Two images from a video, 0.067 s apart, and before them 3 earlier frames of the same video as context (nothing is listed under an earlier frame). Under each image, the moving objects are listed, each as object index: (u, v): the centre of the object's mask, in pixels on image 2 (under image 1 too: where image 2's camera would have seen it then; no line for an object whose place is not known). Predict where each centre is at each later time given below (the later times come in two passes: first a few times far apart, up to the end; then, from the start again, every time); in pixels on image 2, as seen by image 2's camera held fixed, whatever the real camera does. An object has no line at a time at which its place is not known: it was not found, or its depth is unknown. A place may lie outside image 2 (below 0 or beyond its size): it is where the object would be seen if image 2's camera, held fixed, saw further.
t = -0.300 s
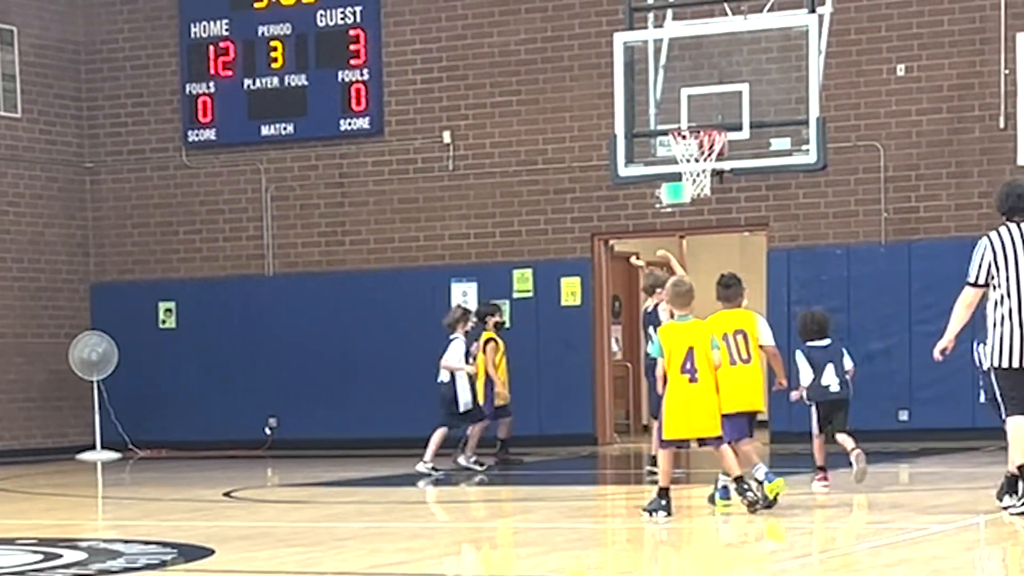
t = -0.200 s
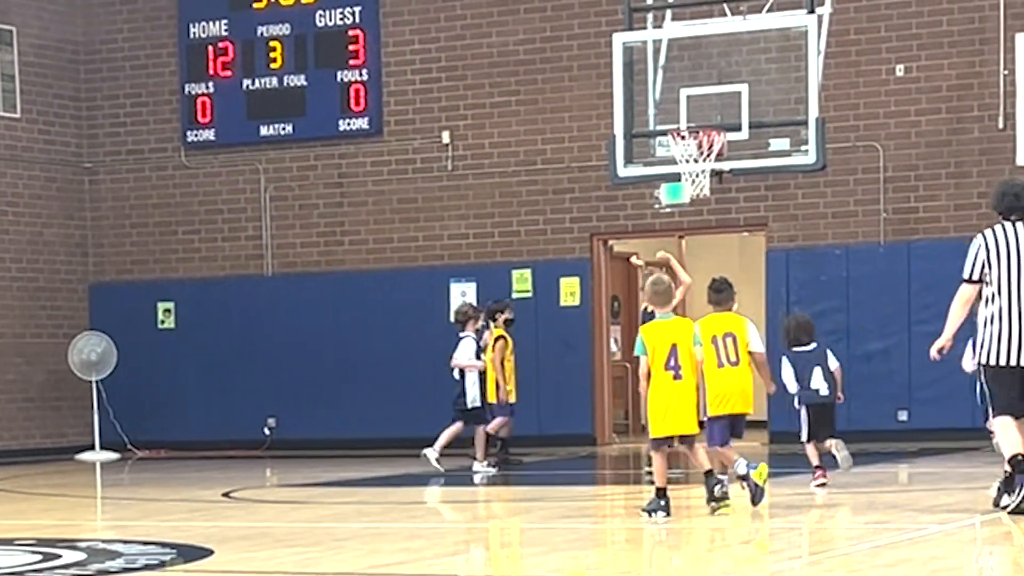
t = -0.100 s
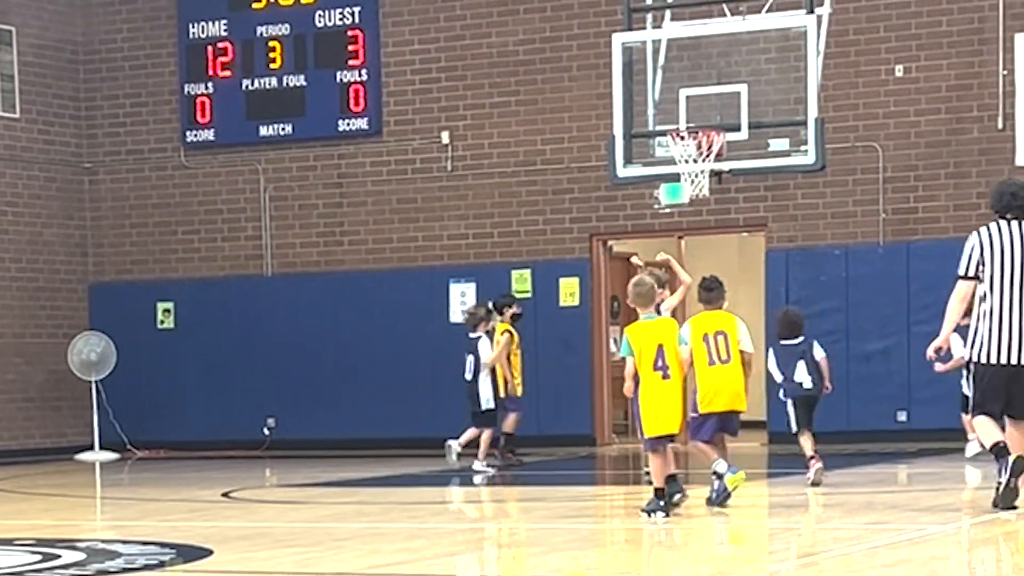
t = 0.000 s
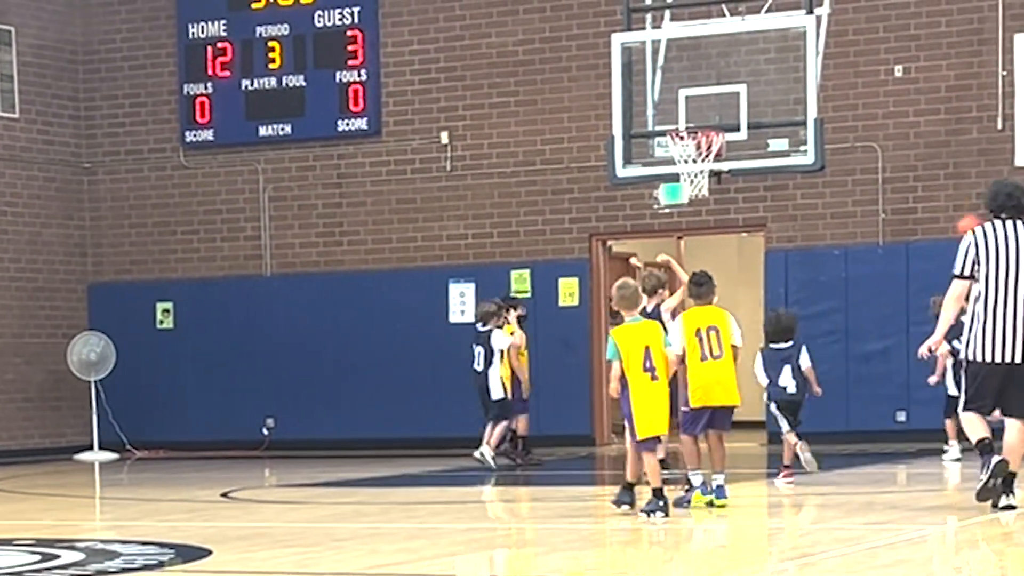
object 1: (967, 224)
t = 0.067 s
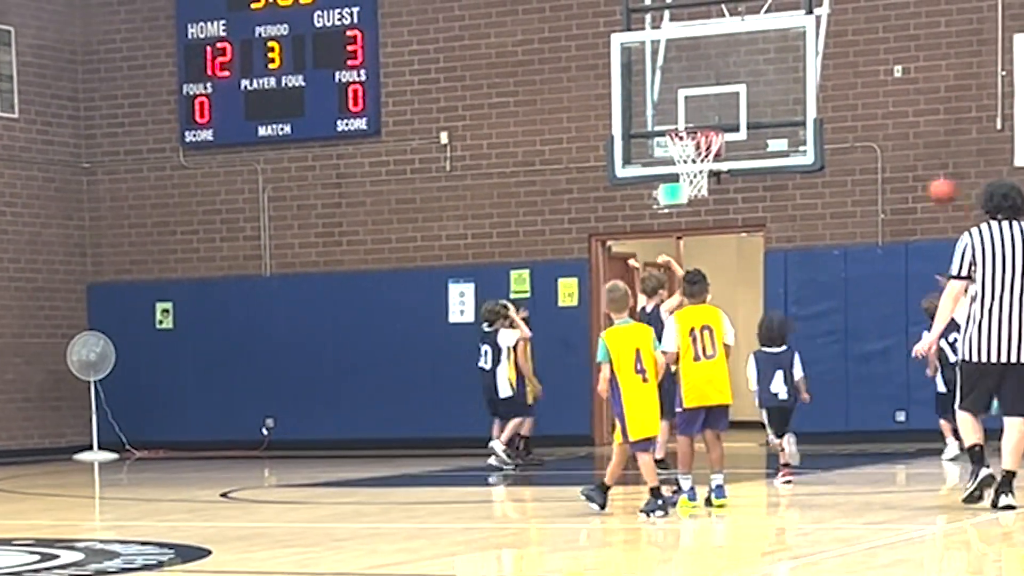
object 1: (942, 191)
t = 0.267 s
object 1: (861, 112)
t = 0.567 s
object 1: (746, 87)
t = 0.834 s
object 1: (677, 100)
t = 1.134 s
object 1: (671, 80)
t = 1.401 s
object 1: (655, 119)
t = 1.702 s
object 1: (609, 181)
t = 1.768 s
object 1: (600, 210)
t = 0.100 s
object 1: (928, 172)
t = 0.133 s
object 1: (915, 158)
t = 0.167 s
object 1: (901, 146)
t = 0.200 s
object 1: (888, 132)
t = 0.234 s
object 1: (874, 122)
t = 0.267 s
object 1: (861, 112)
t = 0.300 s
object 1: (848, 104)
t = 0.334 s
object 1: (835, 97)
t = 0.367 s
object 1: (823, 92)
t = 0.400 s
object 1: (808, 88)
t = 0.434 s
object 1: (795, 85)
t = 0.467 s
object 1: (782, 83)
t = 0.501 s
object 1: (770, 83)
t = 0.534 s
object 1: (758, 84)
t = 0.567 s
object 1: (746, 87)
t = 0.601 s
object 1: (733, 91)
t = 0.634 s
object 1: (721, 96)
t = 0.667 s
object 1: (707, 103)
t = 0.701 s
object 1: (696, 110)
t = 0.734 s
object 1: (684, 118)
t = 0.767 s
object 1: (678, 118)
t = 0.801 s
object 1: (678, 109)
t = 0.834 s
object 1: (677, 100)
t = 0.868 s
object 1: (676, 93)
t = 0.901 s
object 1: (675, 87)
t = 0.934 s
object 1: (675, 82)
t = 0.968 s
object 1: (673, 78)
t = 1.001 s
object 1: (673, 76)
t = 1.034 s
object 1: (673, 75)
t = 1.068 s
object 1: (672, 76)
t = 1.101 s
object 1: (672, 77)
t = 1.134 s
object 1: (671, 80)
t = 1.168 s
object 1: (670, 84)
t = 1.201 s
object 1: (670, 90)
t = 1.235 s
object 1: (669, 97)
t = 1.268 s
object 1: (669, 106)
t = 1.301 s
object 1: (668, 116)
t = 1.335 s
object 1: (665, 119)
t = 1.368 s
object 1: (660, 118)
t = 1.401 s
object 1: (655, 119)
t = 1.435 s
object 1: (650, 120)
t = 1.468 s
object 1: (645, 123)
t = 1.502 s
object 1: (639, 127)
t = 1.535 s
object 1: (634, 133)
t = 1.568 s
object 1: (630, 140)
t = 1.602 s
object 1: (625, 149)
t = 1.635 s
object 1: (620, 158)
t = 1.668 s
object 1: (615, 169)
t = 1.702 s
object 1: (609, 181)
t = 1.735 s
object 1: (605, 195)
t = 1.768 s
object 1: (600, 210)
